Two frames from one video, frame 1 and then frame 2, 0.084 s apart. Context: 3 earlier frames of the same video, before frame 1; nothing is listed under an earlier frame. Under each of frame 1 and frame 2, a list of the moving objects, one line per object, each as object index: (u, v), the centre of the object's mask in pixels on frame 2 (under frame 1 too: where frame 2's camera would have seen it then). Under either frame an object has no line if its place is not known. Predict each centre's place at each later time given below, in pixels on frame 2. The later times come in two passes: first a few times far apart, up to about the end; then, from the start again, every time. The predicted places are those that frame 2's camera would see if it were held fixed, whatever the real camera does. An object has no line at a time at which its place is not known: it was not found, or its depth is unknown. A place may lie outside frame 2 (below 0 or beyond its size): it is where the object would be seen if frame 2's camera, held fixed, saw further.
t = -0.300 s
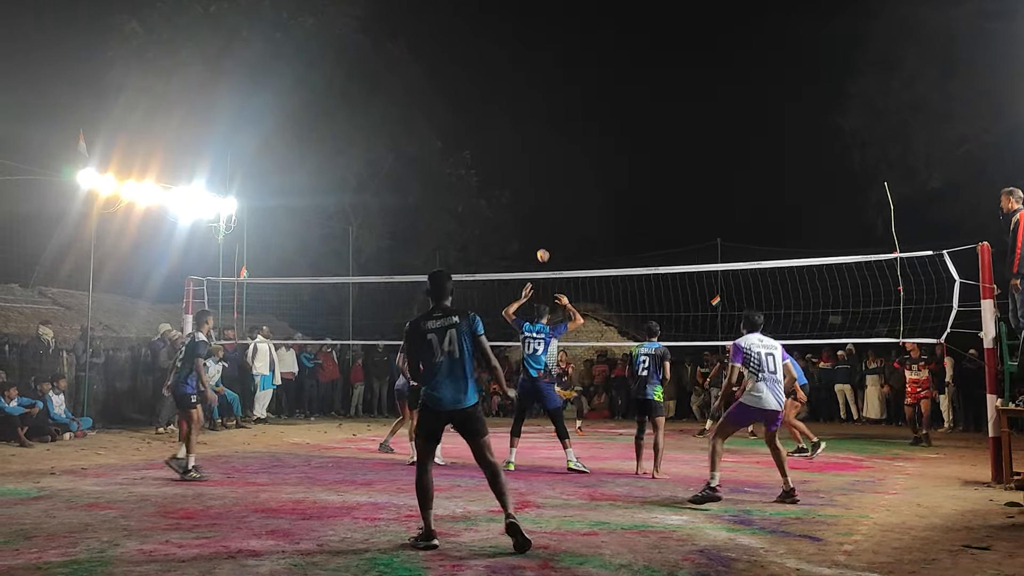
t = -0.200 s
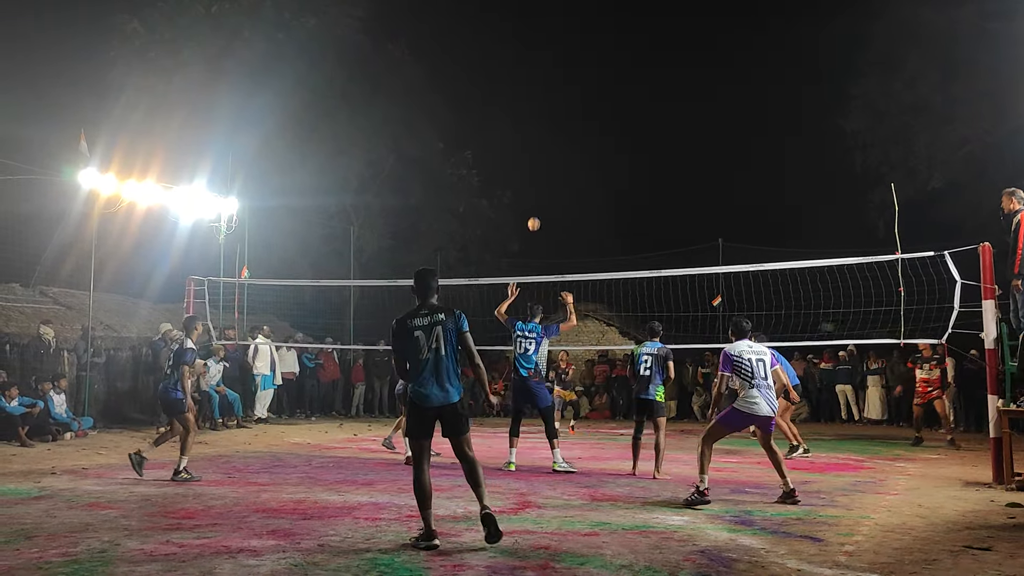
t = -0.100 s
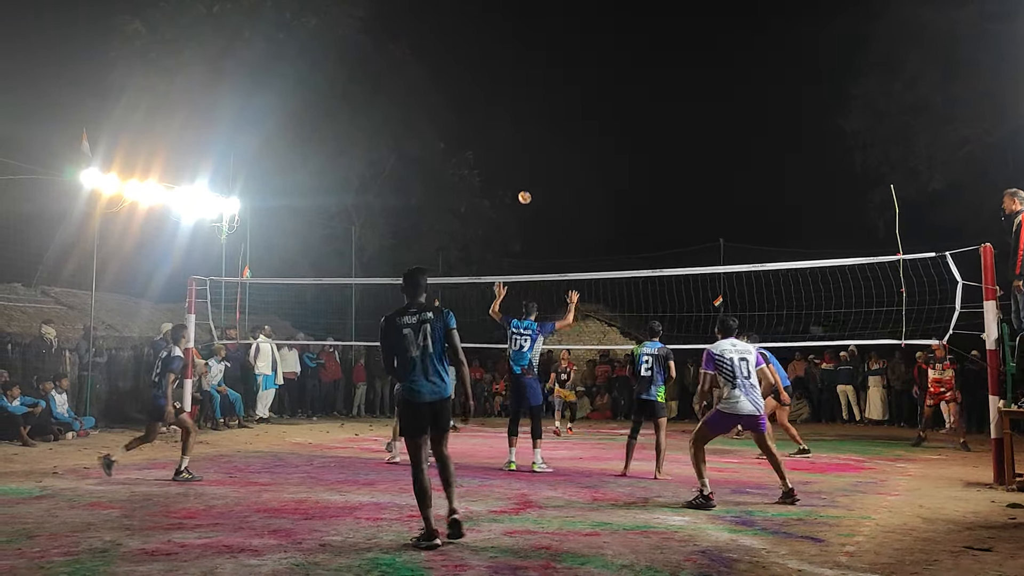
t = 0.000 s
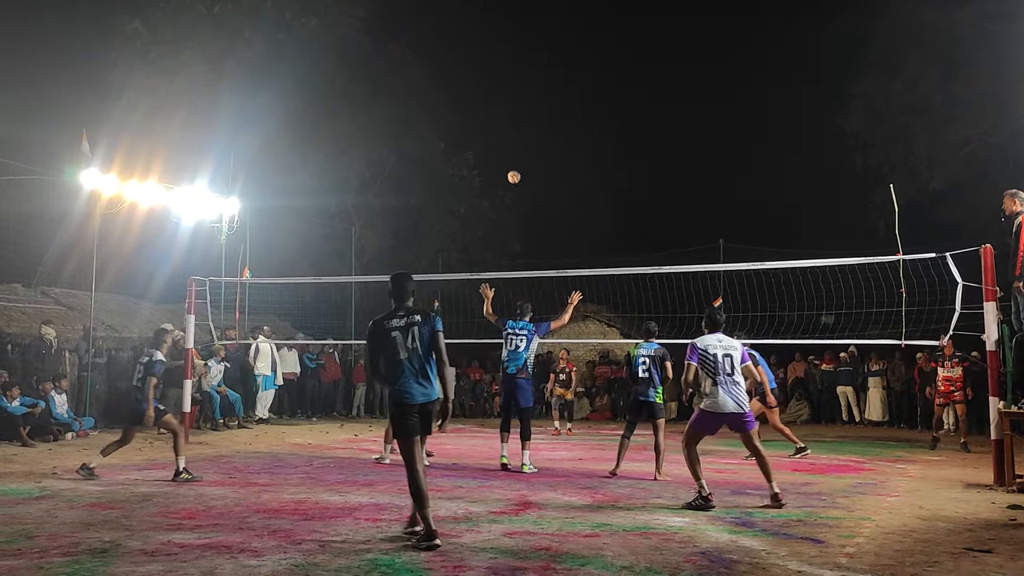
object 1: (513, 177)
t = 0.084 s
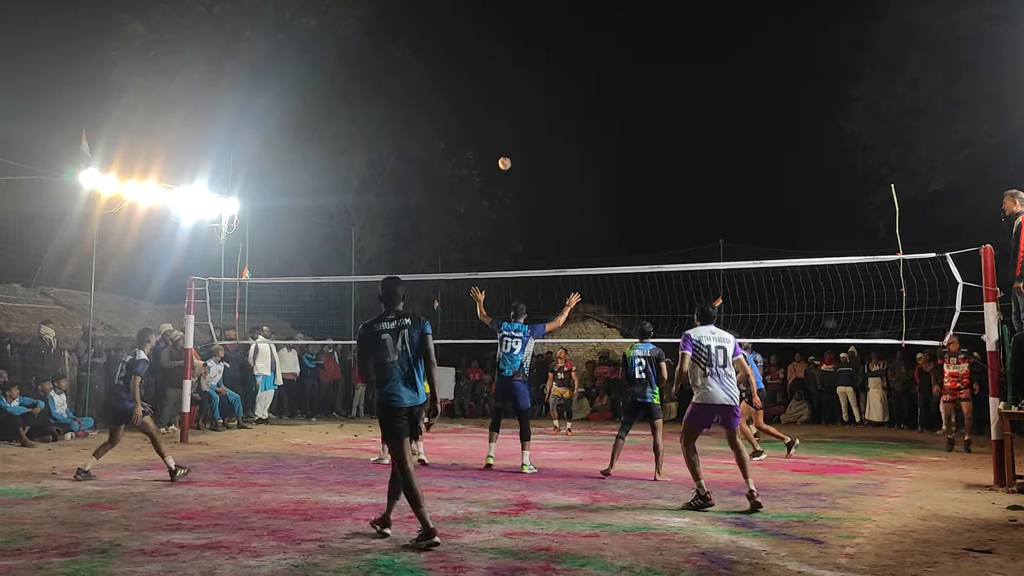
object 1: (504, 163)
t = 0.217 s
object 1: (490, 150)
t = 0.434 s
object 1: (465, 148)
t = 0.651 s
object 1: (440, 174)
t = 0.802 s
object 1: (421, 208)
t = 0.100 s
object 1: (503, 161)
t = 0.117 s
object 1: (501, 159)
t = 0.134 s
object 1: (499, 157)
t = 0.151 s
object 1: (497, 155)
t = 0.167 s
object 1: (496, 154)
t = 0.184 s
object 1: (494, 152)
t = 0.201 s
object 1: (492, 151)
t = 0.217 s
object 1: (490, 150)
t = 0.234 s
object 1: (488, 149)
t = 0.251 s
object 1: (486, 148)
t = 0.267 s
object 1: (484, 147)
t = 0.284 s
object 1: (482, 146)
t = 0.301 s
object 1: (480, 146)
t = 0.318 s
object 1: (478, 146)
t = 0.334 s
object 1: (476, 146)
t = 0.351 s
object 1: (474, 146)
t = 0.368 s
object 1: (472, 146)
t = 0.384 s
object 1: (471, 146)
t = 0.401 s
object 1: (469, 147)
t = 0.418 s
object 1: (467, 147)
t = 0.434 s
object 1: (465, 148)
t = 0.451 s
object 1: (463, 150)
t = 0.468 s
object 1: (461, 151)
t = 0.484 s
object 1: (459, 152)
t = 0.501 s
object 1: (457, 154)
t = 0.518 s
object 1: (455, 155)
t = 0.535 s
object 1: (453, 157)
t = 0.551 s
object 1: (451, 159)
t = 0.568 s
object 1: (449, 161)
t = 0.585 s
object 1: (447, 163)
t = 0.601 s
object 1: (446, 166)
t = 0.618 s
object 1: (443, 168)
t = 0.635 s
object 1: (441, 171)
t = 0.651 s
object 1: (440, 174)
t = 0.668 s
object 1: (438, 178)
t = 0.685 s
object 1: (436, 181)
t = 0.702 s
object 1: (434, 184)
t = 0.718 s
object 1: (432, 188)
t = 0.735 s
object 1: (429, 192)
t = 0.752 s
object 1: (428, 196)
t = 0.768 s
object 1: (426, 199)
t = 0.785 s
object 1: (423, 204)
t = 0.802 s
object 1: (421, 208)
